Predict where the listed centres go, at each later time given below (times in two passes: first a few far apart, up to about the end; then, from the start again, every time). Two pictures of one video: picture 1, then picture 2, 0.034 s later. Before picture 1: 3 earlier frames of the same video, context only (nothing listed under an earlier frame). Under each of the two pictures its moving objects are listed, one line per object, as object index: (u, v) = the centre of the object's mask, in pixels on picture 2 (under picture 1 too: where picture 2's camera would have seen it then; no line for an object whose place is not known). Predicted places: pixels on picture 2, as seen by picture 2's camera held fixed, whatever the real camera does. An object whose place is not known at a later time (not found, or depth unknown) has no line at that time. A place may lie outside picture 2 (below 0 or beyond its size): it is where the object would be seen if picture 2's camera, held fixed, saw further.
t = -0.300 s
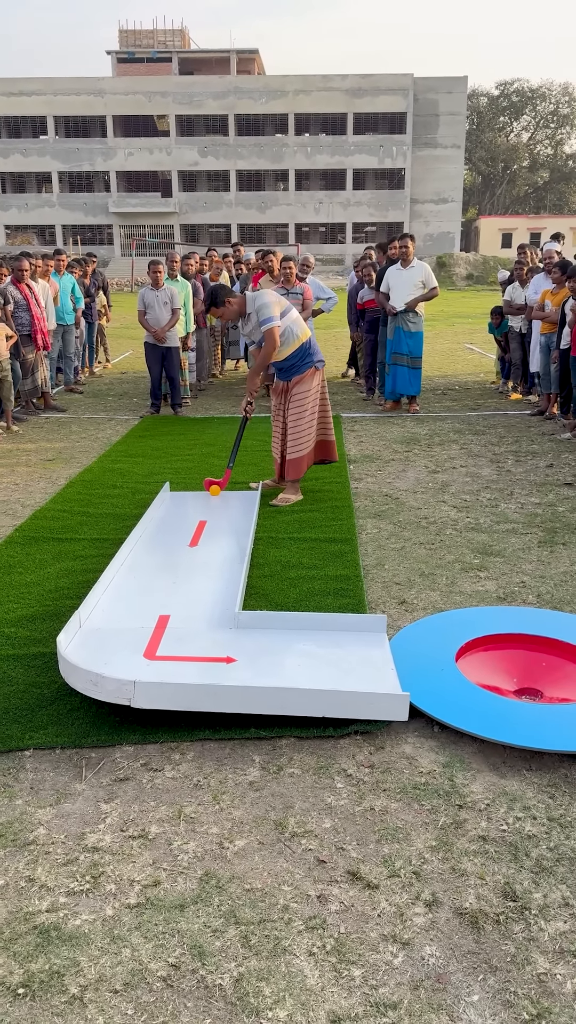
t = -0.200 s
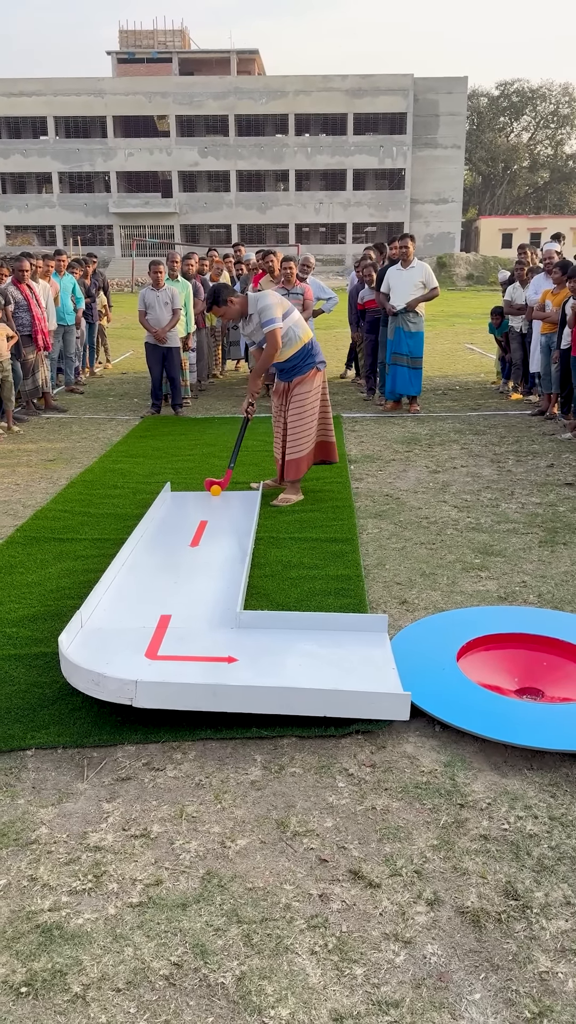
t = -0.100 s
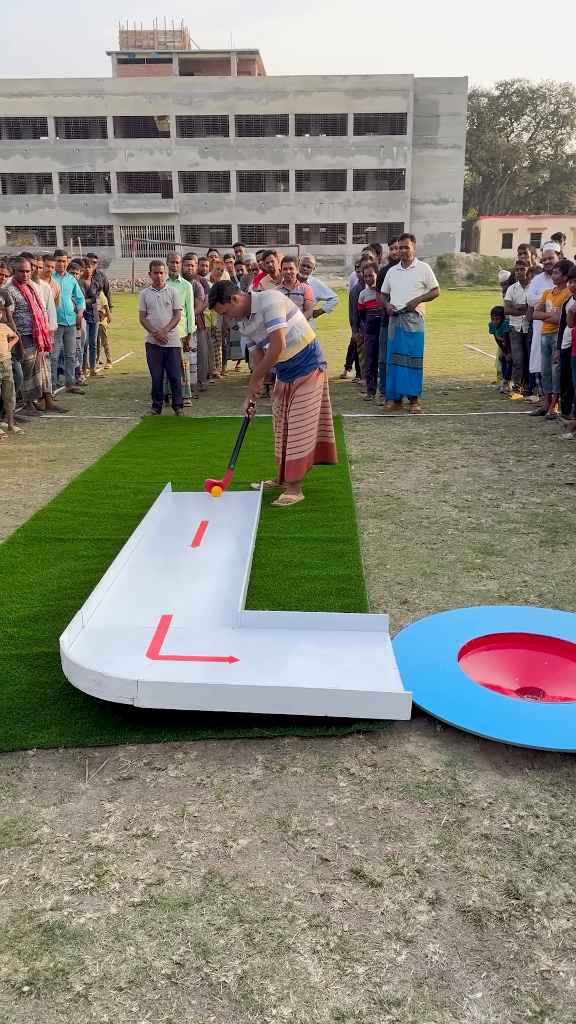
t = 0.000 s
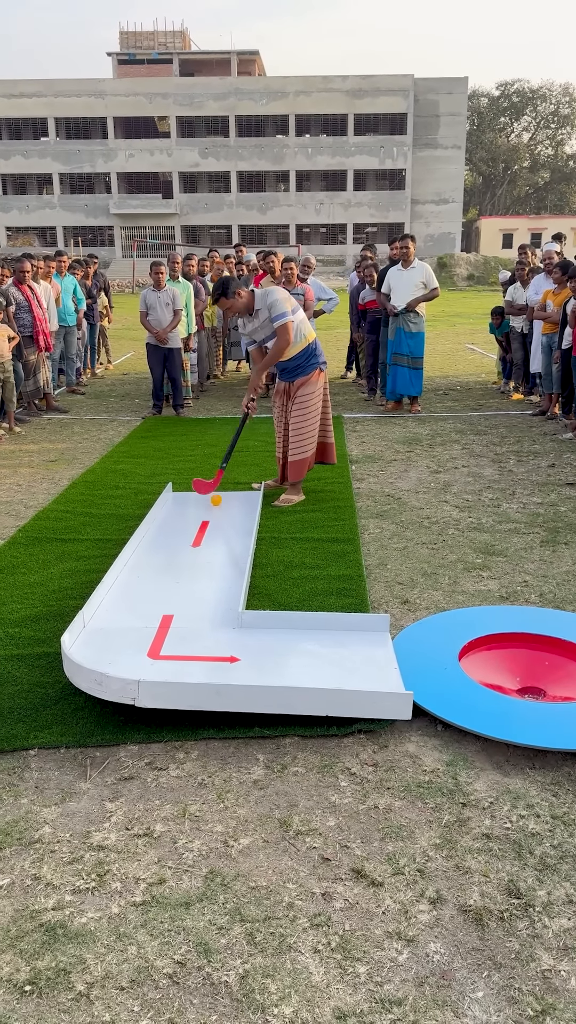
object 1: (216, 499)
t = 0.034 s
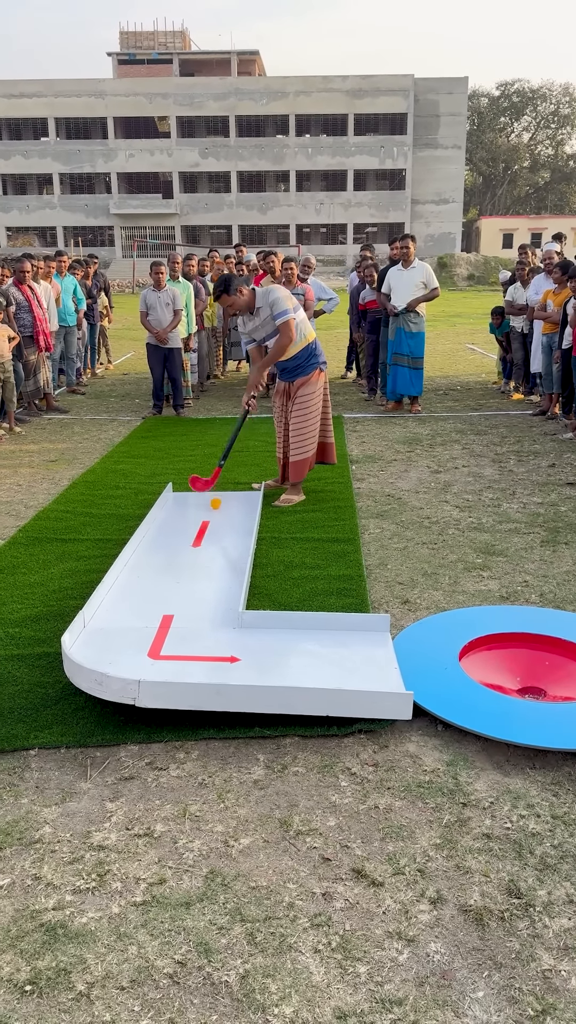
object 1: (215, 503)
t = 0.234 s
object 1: (211, 523)
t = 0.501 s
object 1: (203, 552)
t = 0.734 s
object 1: (195, 583)
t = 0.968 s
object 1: (184, 621)
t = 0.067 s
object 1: (215, 507)
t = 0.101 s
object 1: (214, 510)
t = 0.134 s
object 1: (213, 513)
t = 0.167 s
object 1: (213, 516)
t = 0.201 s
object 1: (212, 520)
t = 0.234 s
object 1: (211, 523)
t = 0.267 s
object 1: (210, 526)
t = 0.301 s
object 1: (209, 529)
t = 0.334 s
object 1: (208, 532)
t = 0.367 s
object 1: (208, 536)
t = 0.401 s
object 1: (206, 540)
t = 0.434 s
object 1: (206, 544)
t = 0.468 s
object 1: (205, 548)
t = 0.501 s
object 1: (203, 552)
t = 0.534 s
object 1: (202, 556)
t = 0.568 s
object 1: (201, 560)
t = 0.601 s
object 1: (200, 565)
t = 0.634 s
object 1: (199, 569)
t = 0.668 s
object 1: (198, 574)
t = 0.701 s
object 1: (196, 578)
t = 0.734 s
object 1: (195, 583)
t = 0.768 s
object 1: (193, 588)
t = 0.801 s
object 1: (192, 593)
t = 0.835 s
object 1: (190, 598)
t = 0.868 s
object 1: (189, 604)
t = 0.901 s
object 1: (187, 609)
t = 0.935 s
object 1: (185, 616)
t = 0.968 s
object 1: (184, 621)
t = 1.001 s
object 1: (182, 627)
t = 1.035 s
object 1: (180, 633)
